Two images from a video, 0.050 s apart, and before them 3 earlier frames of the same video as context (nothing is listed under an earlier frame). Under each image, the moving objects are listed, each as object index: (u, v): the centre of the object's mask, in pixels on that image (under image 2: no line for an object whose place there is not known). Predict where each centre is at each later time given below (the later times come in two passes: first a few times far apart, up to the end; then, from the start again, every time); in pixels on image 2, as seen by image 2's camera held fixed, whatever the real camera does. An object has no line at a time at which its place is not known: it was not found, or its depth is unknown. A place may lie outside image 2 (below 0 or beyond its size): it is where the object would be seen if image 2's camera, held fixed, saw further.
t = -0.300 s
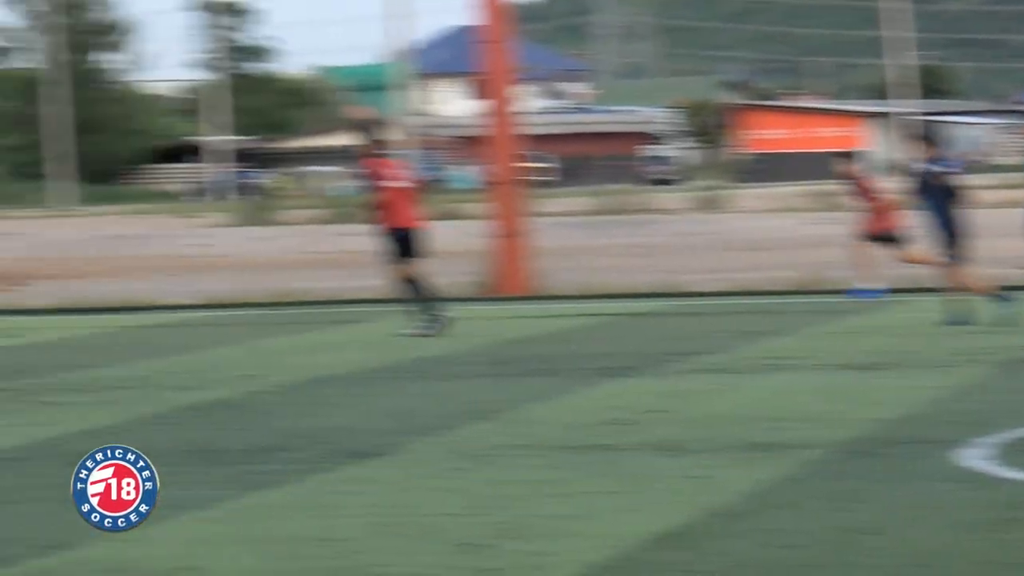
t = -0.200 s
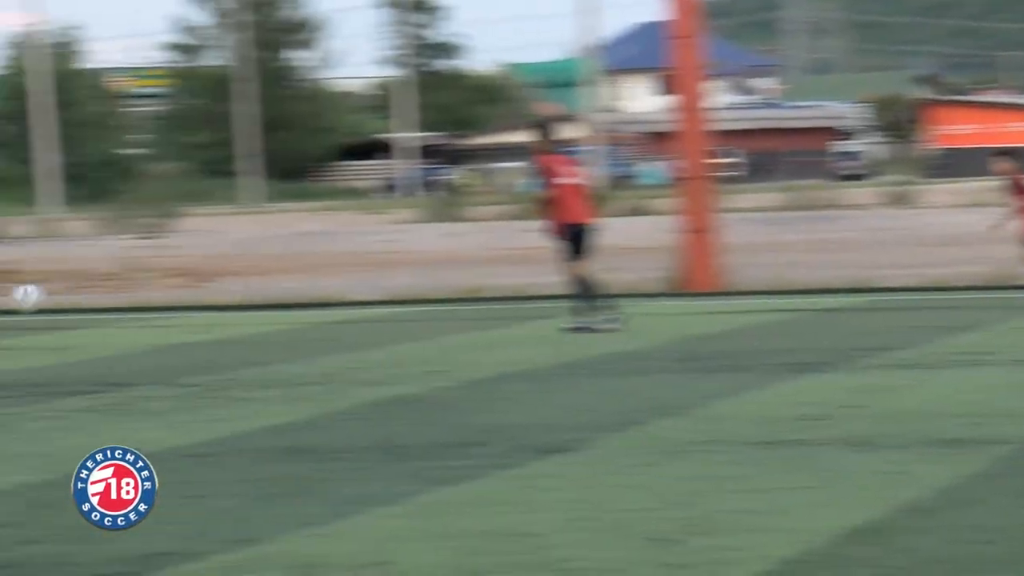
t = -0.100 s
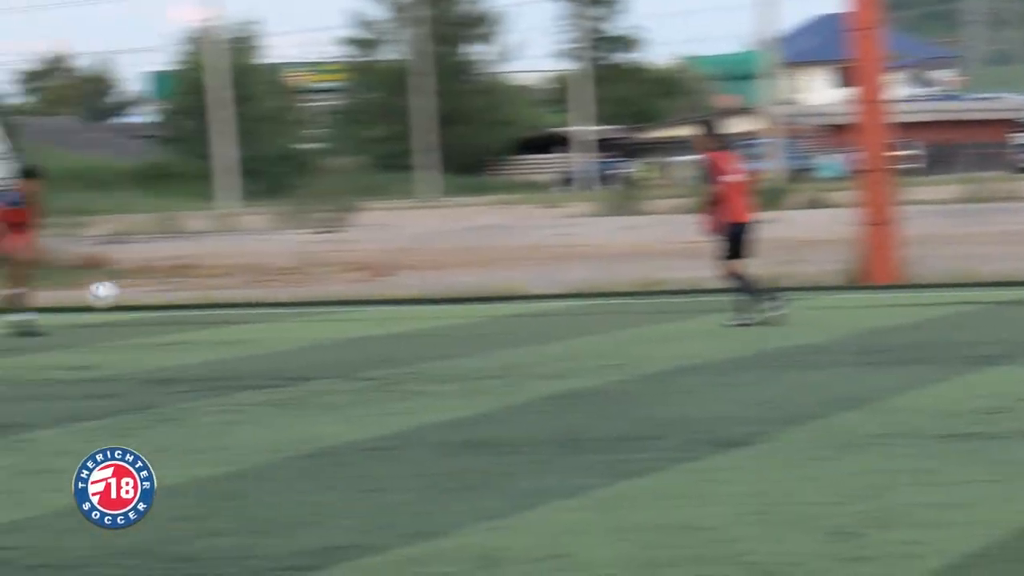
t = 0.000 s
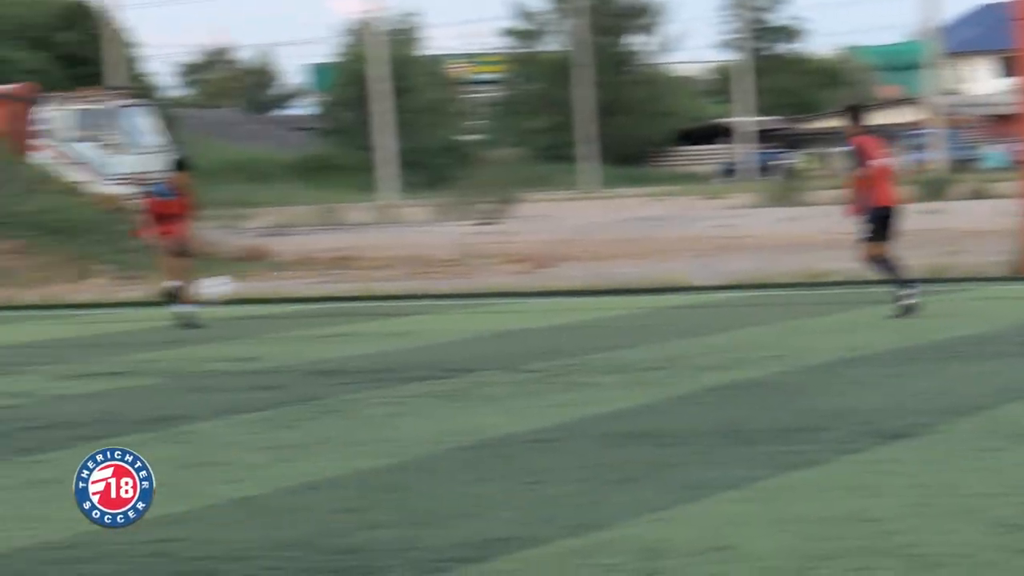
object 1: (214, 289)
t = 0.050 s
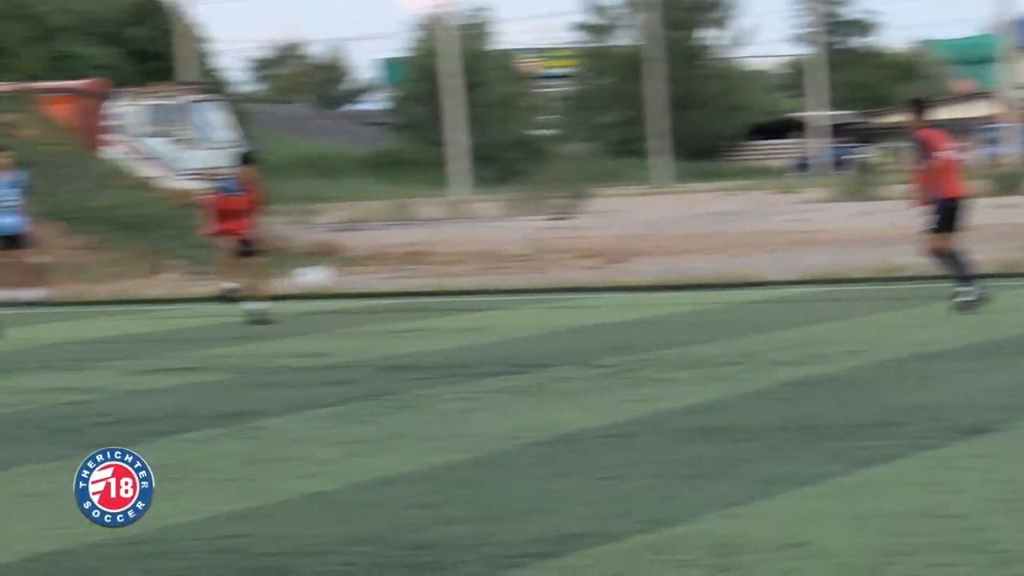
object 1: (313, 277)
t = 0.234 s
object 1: (412, 283)
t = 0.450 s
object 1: (494, 292)
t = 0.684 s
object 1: (544, 299)
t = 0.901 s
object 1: (598, 297)
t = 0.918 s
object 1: (602, 299)
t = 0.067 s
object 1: (321, 275)
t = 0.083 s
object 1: (330, 274)
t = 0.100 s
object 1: (339, 274)
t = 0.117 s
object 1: (347, 273)
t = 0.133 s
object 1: (355, 273)
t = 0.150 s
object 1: (364, 276)
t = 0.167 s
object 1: (374, 274)
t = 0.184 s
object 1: (383, 276)
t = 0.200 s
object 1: (392, 277)
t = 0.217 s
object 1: (403, 281)
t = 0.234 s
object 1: (412, 283)
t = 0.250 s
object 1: (420, 285)
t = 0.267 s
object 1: (429, 289)
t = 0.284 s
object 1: (439, 293)
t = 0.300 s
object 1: (448, 296)
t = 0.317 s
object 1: (459, 300)
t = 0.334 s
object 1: (466, 305)
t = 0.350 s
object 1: (474, 308)
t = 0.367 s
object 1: (478, 306)
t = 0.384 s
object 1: (481, 302)
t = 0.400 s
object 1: (484, 299)
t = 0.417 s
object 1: (488, 295)
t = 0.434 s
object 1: (491, 293)
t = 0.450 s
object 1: (494, 292)
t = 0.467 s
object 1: (497, 291)
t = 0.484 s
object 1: (501, 289)
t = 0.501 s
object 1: (504, 288)
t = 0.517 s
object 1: (507, 288)
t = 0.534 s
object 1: (512, 287)
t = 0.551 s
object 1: (514, 287)
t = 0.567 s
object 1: (518, 288)
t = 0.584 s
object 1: (521, 289)
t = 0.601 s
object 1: (524, 289)
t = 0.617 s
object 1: (529, 291)
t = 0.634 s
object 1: (532, 293)
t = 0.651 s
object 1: (536, 295)
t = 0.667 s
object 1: (540, 297)
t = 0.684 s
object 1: (544, 299)
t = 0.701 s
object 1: (548, 300)
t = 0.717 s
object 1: (552, 298)
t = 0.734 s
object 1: (556, 297)
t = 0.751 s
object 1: (560, 295)
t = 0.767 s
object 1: (565, 294)
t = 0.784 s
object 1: (569, 293)
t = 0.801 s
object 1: (573, 293)
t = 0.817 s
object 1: (578, 293)
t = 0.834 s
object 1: (582, 293)
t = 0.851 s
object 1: (585, 293)
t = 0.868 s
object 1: (590, 294)
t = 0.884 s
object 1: (594, 295)
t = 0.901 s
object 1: (598, 297)
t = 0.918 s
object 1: (602, 299)
